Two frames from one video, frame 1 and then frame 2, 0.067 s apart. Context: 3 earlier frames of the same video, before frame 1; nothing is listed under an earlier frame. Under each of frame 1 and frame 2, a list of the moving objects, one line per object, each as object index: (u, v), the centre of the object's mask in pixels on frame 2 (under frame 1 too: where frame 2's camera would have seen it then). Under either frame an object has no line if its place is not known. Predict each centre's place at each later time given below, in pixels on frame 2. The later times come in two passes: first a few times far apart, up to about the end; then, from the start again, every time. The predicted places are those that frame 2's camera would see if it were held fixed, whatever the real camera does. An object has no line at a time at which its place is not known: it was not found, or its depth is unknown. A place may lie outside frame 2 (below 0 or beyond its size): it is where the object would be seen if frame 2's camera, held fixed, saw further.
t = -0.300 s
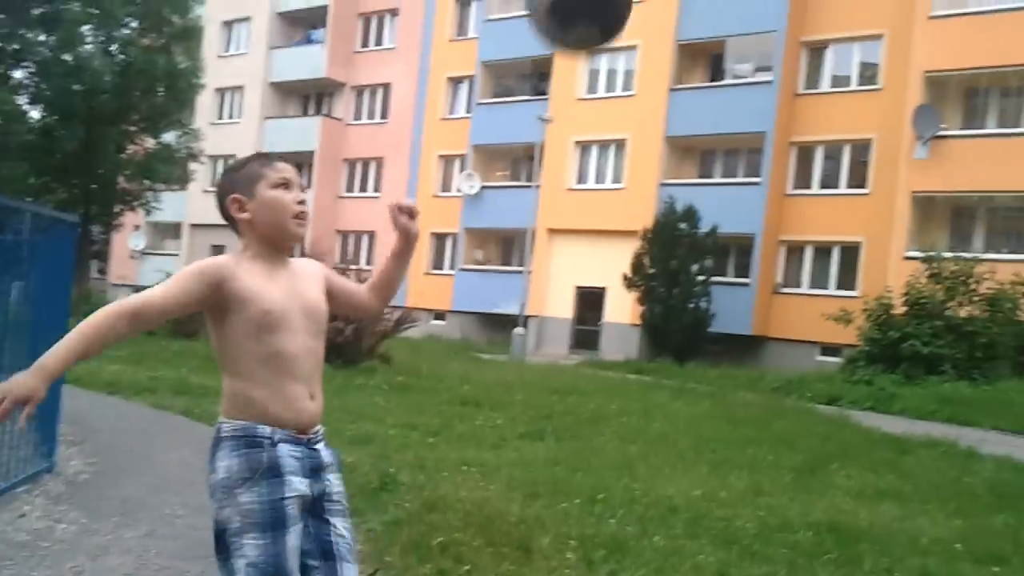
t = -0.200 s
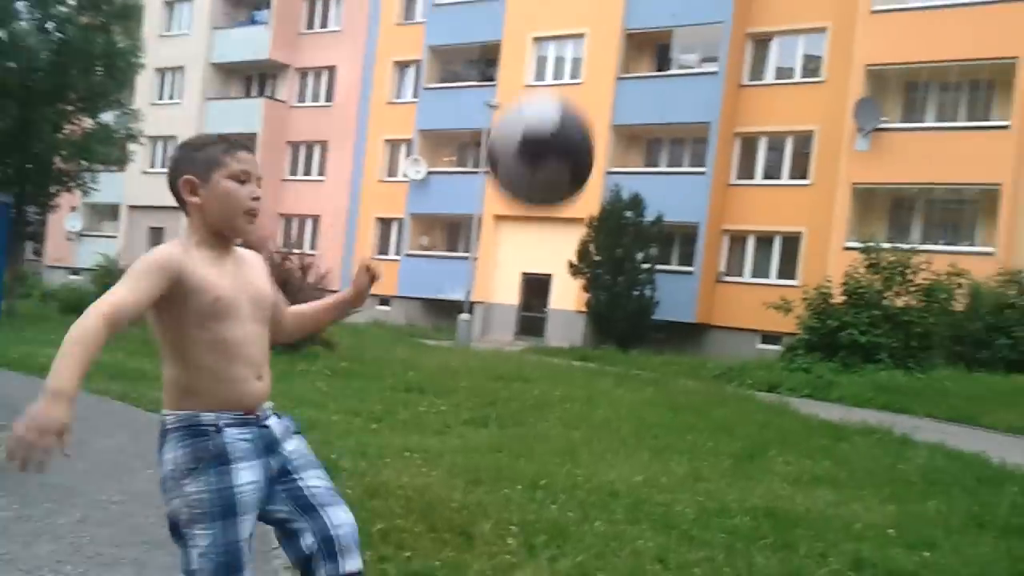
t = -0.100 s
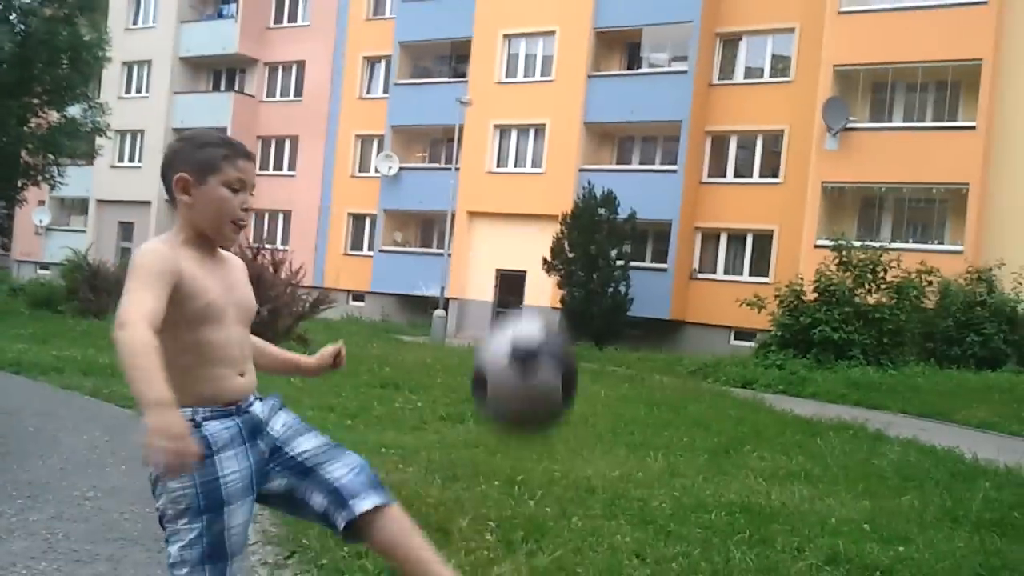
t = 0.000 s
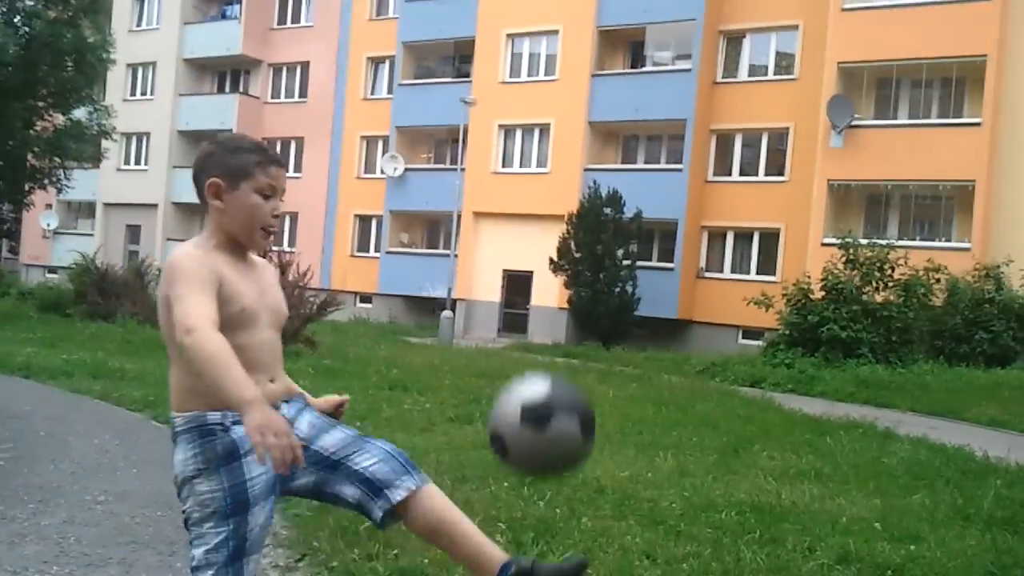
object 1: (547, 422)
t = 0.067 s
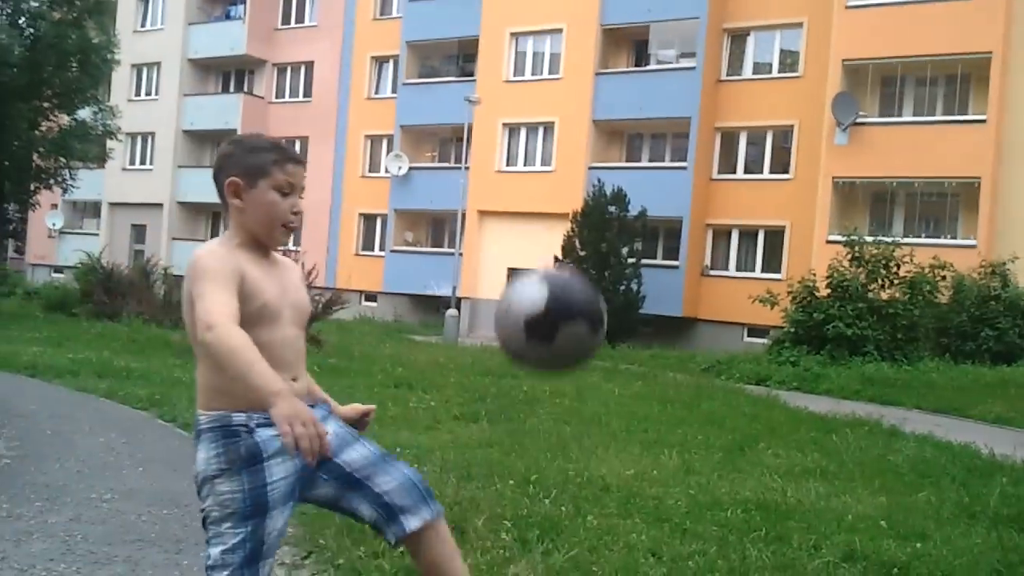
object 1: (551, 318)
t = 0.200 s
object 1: (550, 154)
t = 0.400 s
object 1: (534, 54)
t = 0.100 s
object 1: (553, 271)
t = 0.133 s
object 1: (555, 229)
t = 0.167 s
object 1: (550, 189)
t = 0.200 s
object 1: (550, 154)
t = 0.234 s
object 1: (549, 126)
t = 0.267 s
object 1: (547, 99)
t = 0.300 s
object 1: (544, 78)
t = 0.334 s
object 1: (541, 65)
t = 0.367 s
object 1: (538, 56)
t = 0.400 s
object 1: (534, 54)
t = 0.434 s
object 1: (526, 56)
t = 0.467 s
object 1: (514, 70)
